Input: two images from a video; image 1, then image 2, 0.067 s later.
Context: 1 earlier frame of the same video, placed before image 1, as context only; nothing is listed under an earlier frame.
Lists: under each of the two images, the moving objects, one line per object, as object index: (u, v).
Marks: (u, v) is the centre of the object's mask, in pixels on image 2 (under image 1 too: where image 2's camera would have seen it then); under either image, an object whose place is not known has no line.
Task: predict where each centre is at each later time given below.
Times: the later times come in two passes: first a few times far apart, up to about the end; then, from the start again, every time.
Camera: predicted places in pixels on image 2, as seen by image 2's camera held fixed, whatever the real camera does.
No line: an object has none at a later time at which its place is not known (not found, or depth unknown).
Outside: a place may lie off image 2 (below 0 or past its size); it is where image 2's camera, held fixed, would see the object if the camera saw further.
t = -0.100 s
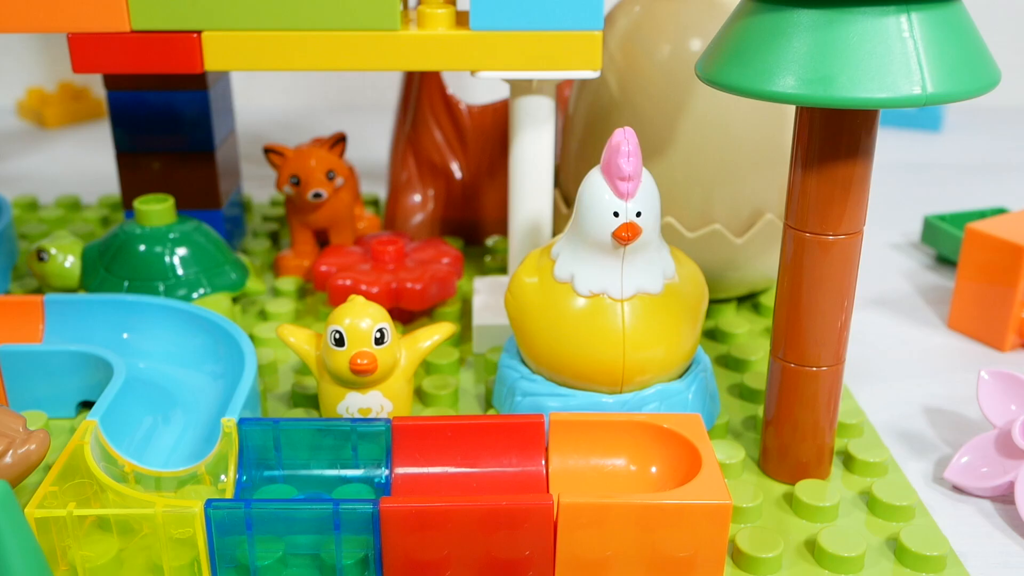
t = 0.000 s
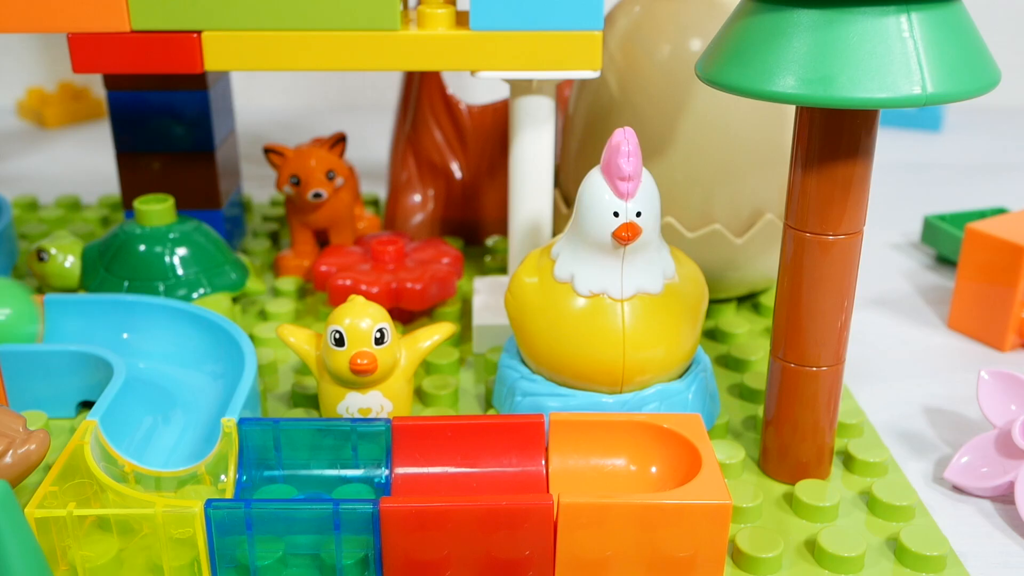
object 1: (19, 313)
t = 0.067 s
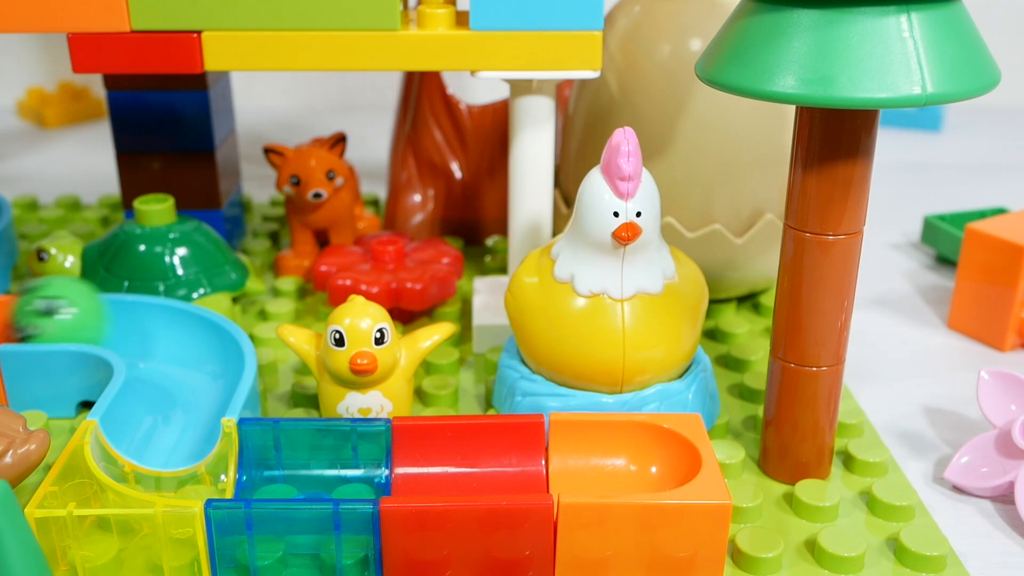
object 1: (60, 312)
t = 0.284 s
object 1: (184, 380)
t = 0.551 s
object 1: (278, 454)
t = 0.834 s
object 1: (515, 449)
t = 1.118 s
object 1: (615, 449)
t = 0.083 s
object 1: (78, 313)
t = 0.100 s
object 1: (94, 314)
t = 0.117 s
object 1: (112, 317)
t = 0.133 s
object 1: (127, 320)
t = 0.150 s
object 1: (141, 325)
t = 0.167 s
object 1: (153, 331)
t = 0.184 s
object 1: (164, 336)
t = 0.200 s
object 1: (172, 342)
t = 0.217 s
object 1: (179, 349)
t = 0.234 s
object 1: (185, 356)
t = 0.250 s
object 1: (187, 364)
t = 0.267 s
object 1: (187, 371)
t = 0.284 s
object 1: (184, 380)
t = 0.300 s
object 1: (180, 389)
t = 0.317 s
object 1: (173, 398)
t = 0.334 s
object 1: (167, 408)
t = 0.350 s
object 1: (162, 415)
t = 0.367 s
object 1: (158, 426)
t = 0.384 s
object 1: (157, 437)
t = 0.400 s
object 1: (160, 442)
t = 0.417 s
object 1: (166, 447)
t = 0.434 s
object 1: (175, 450)
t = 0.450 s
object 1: (189, 453)
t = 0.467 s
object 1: (203, 455)
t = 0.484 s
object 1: (218, 455)
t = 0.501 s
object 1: (233, 454)
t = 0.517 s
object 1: (248, 454)
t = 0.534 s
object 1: (263, 454)
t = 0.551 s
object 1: (278, 454)
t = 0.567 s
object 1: (294, 454)
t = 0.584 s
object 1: (307, 454)
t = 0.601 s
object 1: (322, 454)
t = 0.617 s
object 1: (339, 454)
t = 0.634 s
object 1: (353, 454)
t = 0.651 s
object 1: (369, 454)
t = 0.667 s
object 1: (384, 452)
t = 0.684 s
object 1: (398, 452)
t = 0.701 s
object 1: (412, 451)
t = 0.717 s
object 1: (425, 451)
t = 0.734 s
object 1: (439, 451)
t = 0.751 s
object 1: (453, 450)
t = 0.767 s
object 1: (466, 451)
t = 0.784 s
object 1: (479, 450)
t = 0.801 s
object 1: (490, 450)
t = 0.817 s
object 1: (503, 449)
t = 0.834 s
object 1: (515, 449)
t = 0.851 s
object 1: (528, 449)
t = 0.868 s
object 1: (540, 449)
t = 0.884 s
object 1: (552, 448)
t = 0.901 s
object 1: (564, 448)
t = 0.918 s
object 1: (575, 448)
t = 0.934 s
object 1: (587, 448)
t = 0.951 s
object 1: (600, 449)
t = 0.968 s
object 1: (612, 449)
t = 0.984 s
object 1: (624, 449)
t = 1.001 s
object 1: (635, 448)
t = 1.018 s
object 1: (638, 445)
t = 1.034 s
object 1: (636, 447)
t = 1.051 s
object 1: (630, 448)
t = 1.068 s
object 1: (625, 448)
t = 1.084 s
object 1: (621, 448)
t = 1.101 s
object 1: (618, 448)
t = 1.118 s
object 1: (615, 449)
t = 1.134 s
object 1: (612, 449)
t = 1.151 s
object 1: (609, 448)
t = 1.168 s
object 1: (606, 448)
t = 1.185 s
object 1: (604, 448)
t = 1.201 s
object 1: (602, 448)
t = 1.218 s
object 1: (600, 449)
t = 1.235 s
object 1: (598, 448)
